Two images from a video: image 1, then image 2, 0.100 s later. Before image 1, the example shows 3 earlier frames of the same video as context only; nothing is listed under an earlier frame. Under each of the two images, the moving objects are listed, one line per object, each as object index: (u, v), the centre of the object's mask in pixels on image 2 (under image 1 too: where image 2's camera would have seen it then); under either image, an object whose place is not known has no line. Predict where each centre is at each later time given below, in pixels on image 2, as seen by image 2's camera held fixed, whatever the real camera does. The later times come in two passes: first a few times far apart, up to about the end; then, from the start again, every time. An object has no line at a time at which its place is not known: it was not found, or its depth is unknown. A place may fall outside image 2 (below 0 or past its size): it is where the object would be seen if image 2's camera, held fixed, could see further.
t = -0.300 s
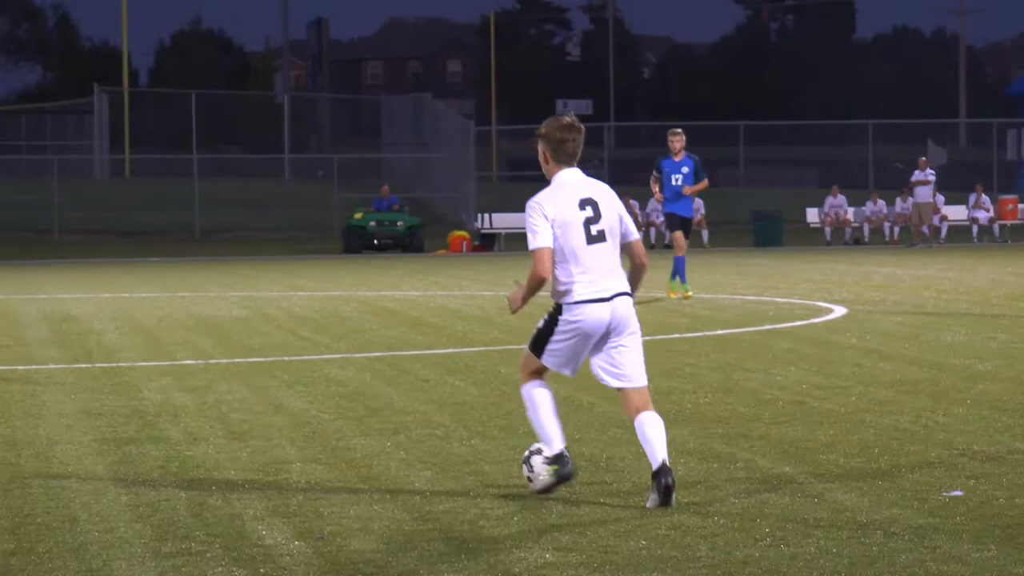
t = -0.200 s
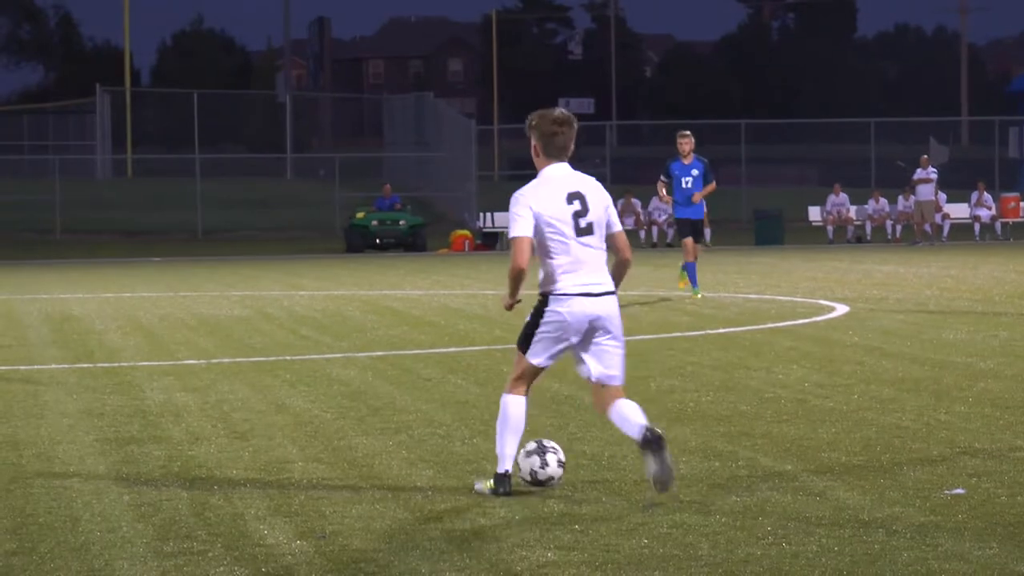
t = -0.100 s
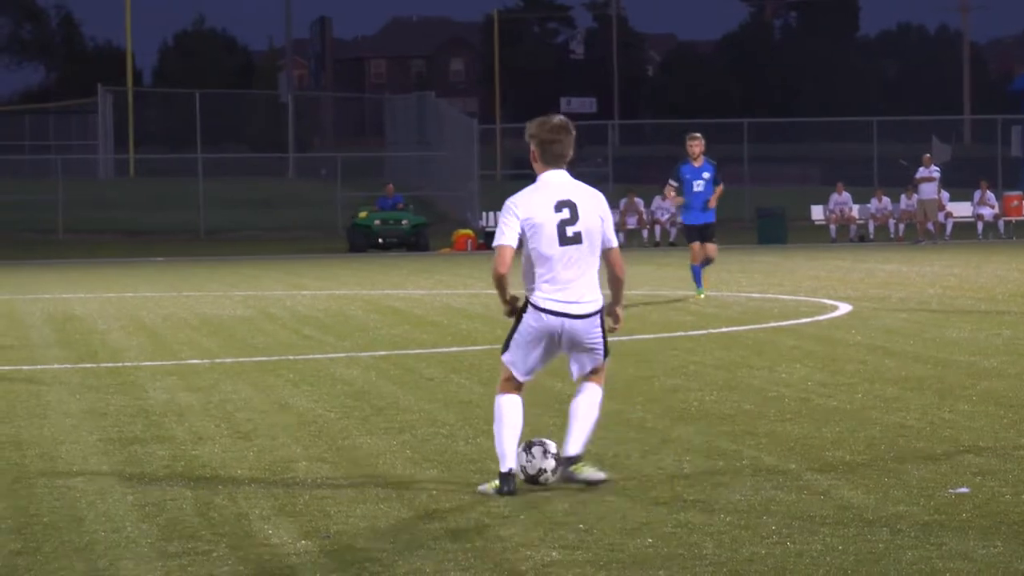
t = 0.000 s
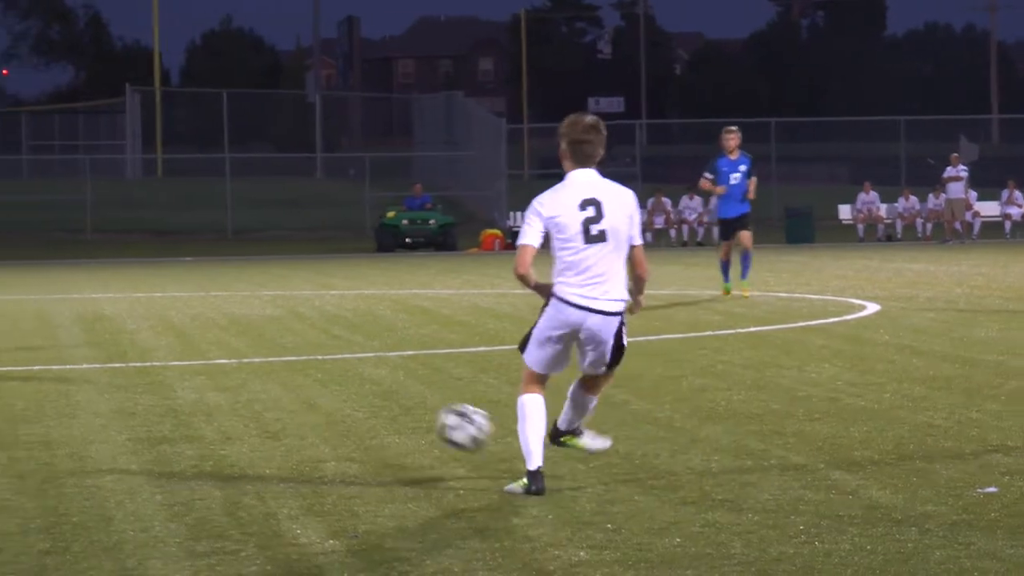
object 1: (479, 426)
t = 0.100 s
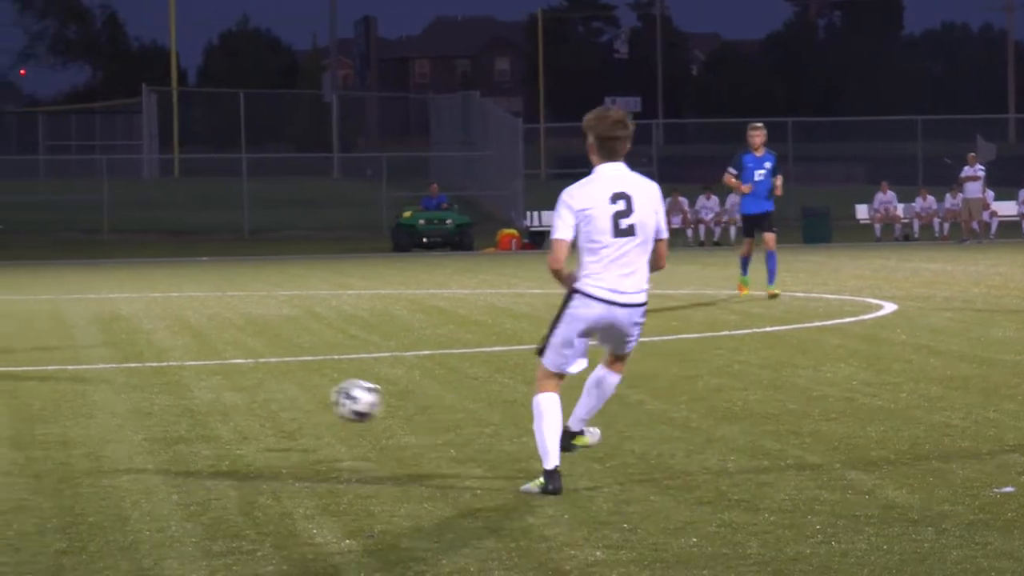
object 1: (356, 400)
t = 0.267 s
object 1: (178, 397)
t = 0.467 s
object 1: (19, 377)
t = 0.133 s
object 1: (319, 395)
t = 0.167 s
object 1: (282, 393)
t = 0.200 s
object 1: (247, 393)
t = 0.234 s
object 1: (211, 394)
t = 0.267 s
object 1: (178, 397)
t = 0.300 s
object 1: (147, 403)
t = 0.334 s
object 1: (118, 401)
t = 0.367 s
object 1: (93, 392)
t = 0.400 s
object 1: (67, 385)
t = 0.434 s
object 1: (45, 380)
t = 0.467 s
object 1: (19, 377)
